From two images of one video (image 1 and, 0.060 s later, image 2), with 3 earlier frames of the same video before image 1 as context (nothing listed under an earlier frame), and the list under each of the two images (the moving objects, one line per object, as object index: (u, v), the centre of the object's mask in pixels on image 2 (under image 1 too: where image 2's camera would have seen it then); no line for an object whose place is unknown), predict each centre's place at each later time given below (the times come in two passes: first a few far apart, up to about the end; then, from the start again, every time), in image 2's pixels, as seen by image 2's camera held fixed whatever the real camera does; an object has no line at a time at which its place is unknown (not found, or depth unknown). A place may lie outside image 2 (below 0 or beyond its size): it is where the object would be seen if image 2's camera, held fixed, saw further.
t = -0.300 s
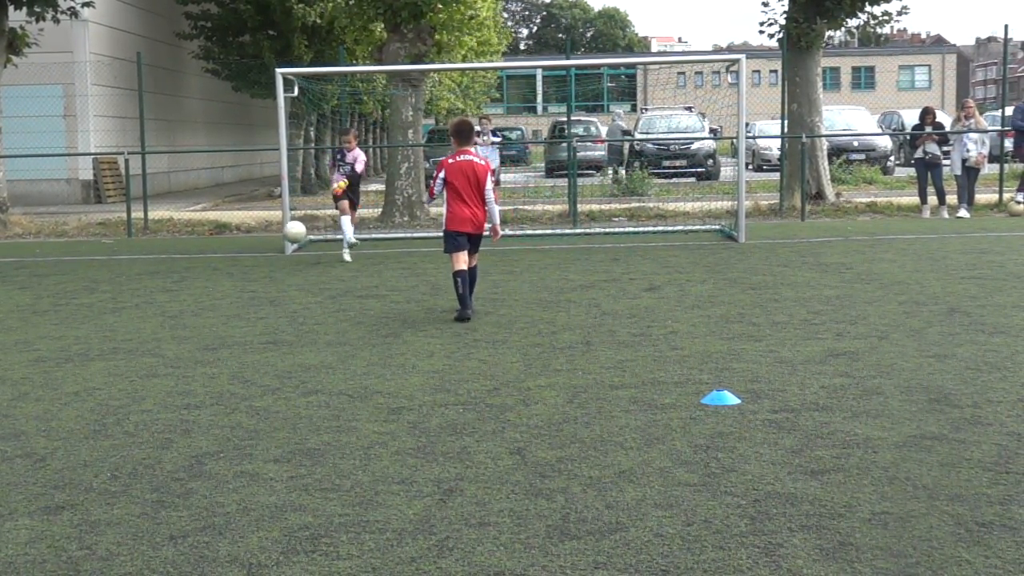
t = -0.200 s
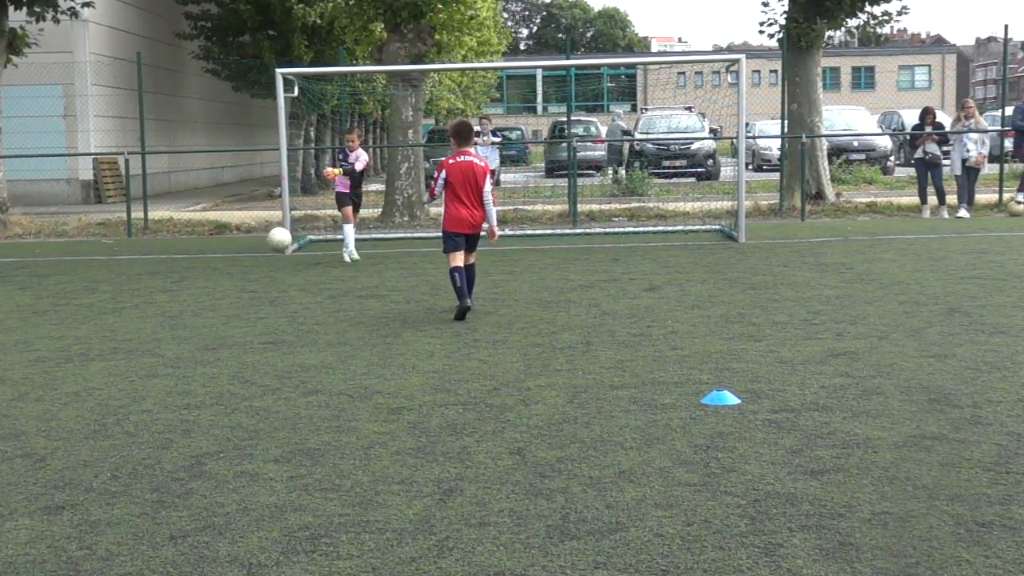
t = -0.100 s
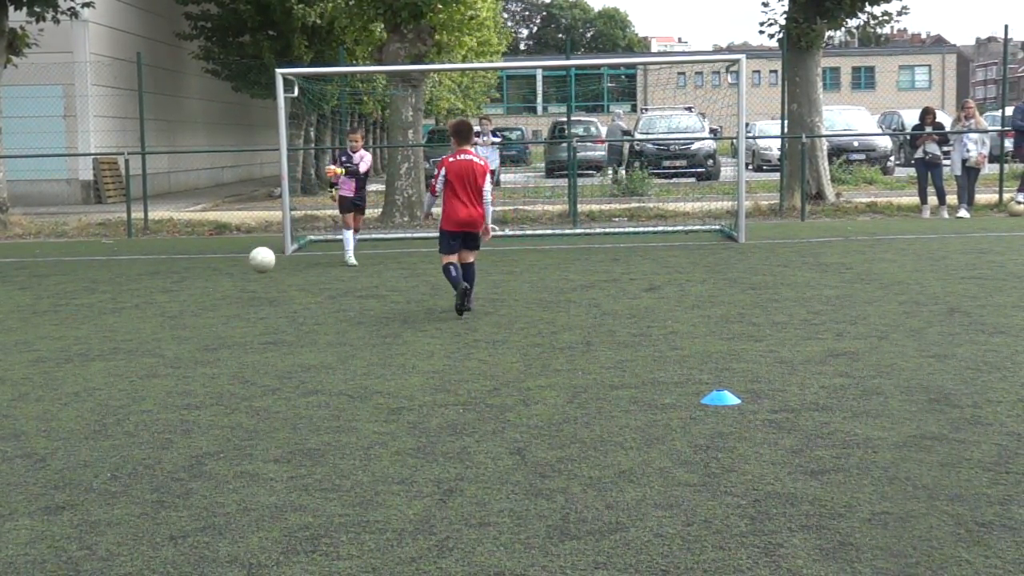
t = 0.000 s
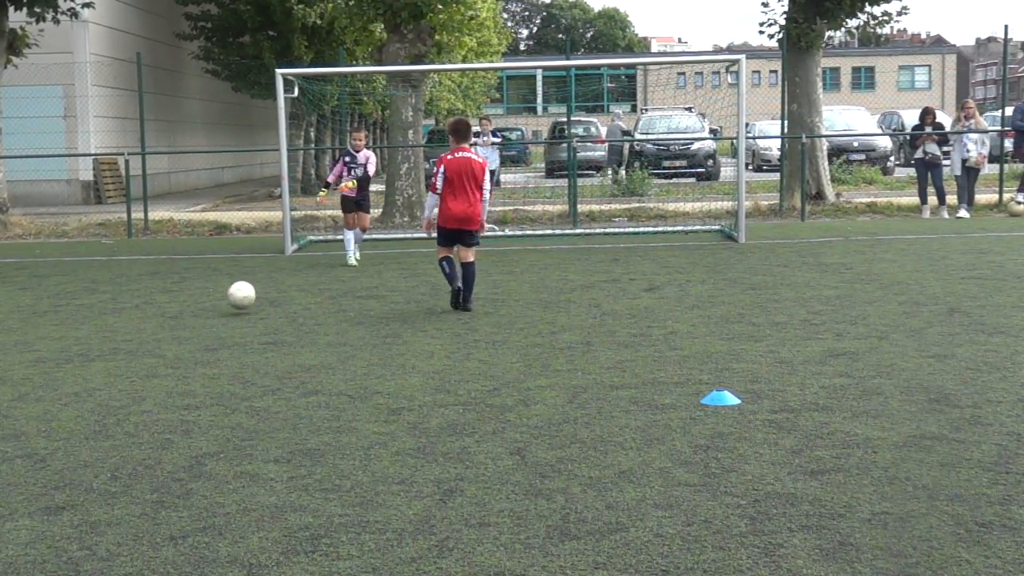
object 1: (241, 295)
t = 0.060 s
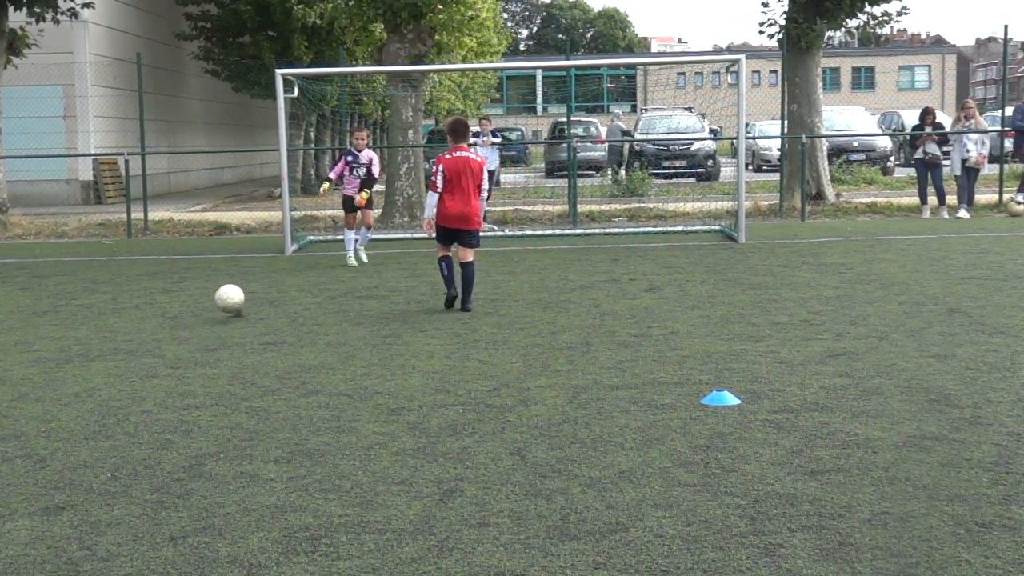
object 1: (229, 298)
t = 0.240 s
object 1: (195, 293)
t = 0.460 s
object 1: (148, 346)
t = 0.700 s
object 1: (105, 364)
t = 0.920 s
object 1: (55, 400)
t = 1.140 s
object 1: (8, 439)
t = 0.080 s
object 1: (226, 296)
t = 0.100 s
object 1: (222, 294)
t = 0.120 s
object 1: (219, 292)
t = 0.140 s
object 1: (215, 291)
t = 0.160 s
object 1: (211, 290)
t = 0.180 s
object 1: (207, 290)
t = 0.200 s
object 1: (203, 290)
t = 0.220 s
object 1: (199, 292)
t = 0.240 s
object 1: (195, 293)
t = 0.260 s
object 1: (191, 296)
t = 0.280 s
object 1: (187, 299)
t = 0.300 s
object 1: (183, 303)
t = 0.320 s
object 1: (178, 308)
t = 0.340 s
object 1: (173, 314)
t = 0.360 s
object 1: (169, 320)
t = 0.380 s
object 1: (164, 327)
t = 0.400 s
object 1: (160, 335)
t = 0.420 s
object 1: (155, 344)
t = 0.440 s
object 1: (151, 348)
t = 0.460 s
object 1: (148, 346)
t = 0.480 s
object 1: (145, 342)
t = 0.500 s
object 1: (141, 341)
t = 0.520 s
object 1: (137, 340)
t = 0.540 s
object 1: (134, 340)
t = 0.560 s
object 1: (131, 340)
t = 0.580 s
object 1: (127, 341)
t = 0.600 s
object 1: (124, 342)
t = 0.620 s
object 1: (120, 344)
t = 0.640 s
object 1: (116, 347)
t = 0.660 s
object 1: (112, 352)
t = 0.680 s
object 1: (109, 357)
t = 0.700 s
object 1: (105, 364)
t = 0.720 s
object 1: (101, 371)
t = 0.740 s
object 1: (98, 378)
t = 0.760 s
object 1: (95, 385)
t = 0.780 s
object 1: (90, 385)
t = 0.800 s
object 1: (85, 384)
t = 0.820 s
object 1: (79, 385)
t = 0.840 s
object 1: (74, 386)
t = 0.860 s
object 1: (70, 389)
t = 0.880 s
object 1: (64, 392)
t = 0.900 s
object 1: (59, 396)
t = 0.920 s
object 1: (55, 400)
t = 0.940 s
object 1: (49, 406)
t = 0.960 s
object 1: (43, 413)
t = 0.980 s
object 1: (37, 419)
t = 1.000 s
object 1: (31, 419)
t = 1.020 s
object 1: (26, 420)
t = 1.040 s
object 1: (22, 421)
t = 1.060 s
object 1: (19, 423)
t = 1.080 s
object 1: (16, 425)
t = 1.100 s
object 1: (13, 428)
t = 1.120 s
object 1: (10, 433)
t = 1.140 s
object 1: (8, 439)
